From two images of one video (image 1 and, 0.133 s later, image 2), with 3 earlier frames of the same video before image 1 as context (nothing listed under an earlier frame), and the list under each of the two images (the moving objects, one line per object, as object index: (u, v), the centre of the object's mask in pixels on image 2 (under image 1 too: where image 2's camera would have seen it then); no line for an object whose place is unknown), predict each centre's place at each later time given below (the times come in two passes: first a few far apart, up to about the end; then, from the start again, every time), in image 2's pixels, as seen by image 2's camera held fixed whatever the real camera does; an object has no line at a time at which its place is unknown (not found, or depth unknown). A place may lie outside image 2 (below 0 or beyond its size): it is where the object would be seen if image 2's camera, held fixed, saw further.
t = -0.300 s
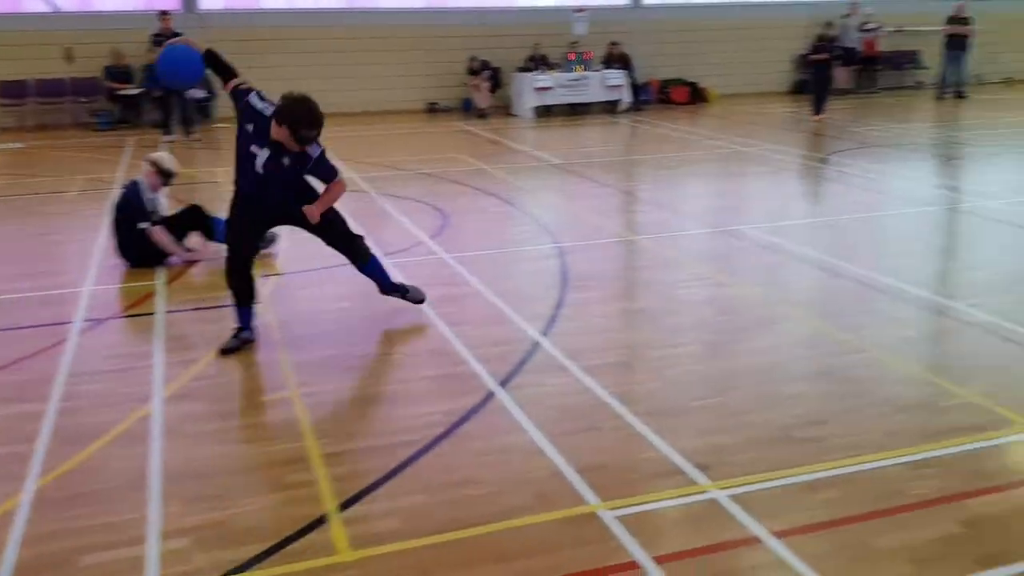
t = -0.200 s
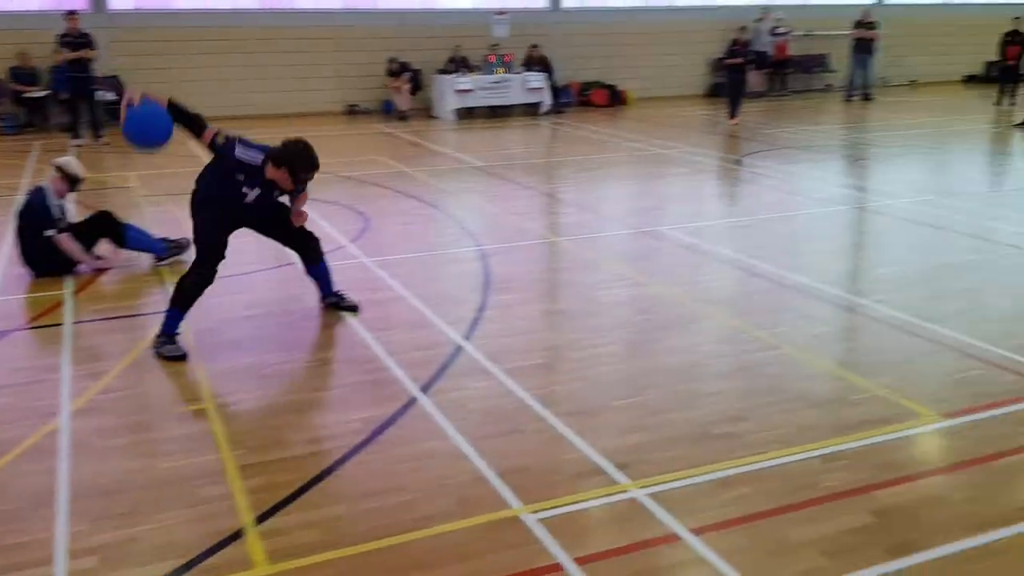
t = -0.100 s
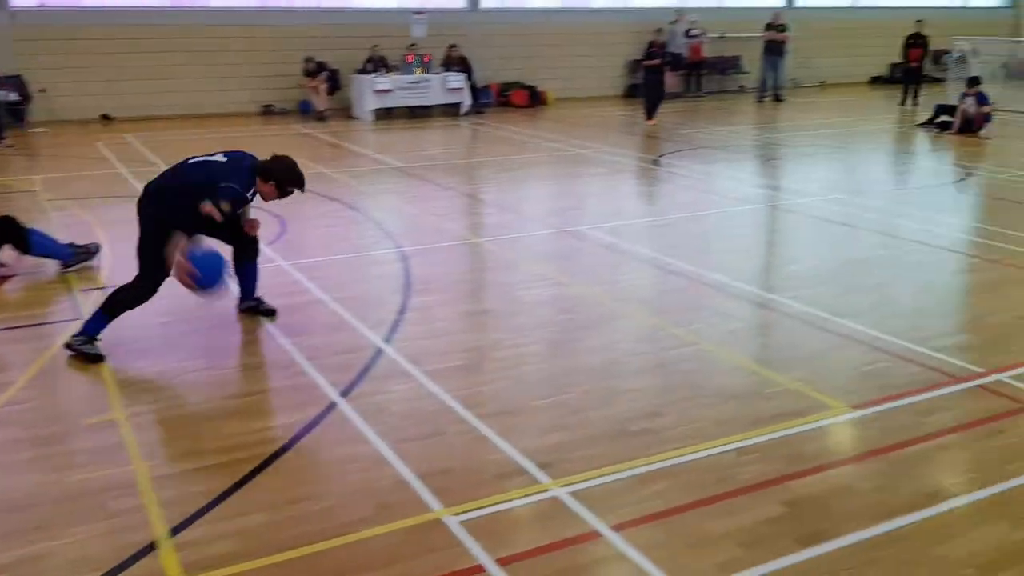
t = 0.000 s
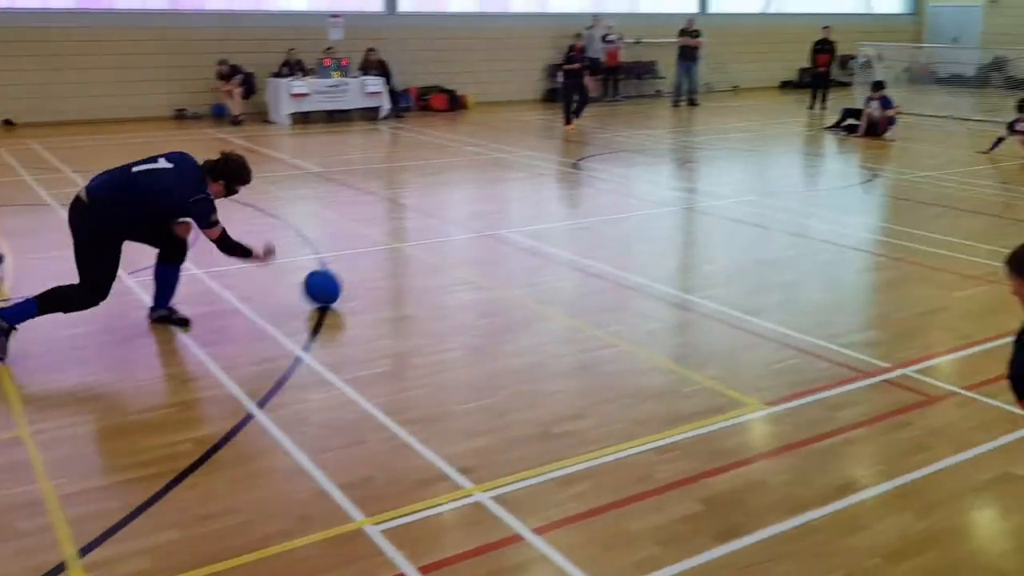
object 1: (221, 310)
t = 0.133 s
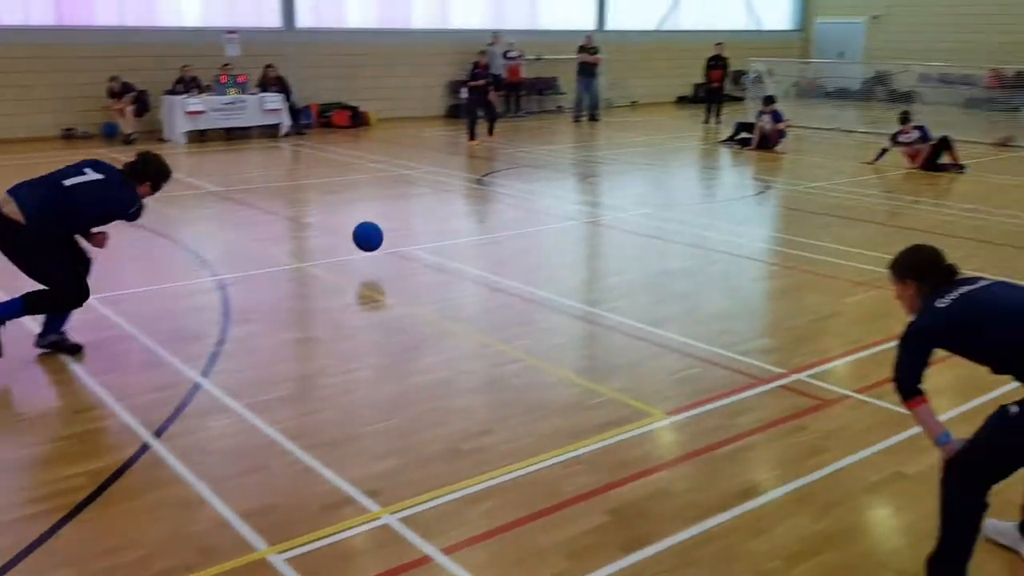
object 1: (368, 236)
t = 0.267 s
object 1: (461, 209)
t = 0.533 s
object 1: (560, 167)
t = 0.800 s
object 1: (619, 148)
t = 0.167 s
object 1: (394, 227)
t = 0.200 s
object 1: (419, 218)
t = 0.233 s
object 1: (441, 213)
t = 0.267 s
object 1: (461, 209)
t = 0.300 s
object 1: (480, 207)
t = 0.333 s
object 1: (495, 200)
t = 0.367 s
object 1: (508, 191)
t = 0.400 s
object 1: (520, 183)
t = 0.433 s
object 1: (531, 177)
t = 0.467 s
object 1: (541, 173)
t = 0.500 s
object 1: (551, 169)
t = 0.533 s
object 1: (560, 167)
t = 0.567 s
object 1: (569, 165)
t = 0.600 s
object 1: (578, 165)
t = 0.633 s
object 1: (585, 166)
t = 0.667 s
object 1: (593, 161)
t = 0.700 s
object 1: (600, 156)
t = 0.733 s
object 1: (607, 152)
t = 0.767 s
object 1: (613, 150)
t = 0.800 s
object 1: (619, 148)
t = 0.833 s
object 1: (625, 147)
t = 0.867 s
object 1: (630, 147)
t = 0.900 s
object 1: (635, 144)
